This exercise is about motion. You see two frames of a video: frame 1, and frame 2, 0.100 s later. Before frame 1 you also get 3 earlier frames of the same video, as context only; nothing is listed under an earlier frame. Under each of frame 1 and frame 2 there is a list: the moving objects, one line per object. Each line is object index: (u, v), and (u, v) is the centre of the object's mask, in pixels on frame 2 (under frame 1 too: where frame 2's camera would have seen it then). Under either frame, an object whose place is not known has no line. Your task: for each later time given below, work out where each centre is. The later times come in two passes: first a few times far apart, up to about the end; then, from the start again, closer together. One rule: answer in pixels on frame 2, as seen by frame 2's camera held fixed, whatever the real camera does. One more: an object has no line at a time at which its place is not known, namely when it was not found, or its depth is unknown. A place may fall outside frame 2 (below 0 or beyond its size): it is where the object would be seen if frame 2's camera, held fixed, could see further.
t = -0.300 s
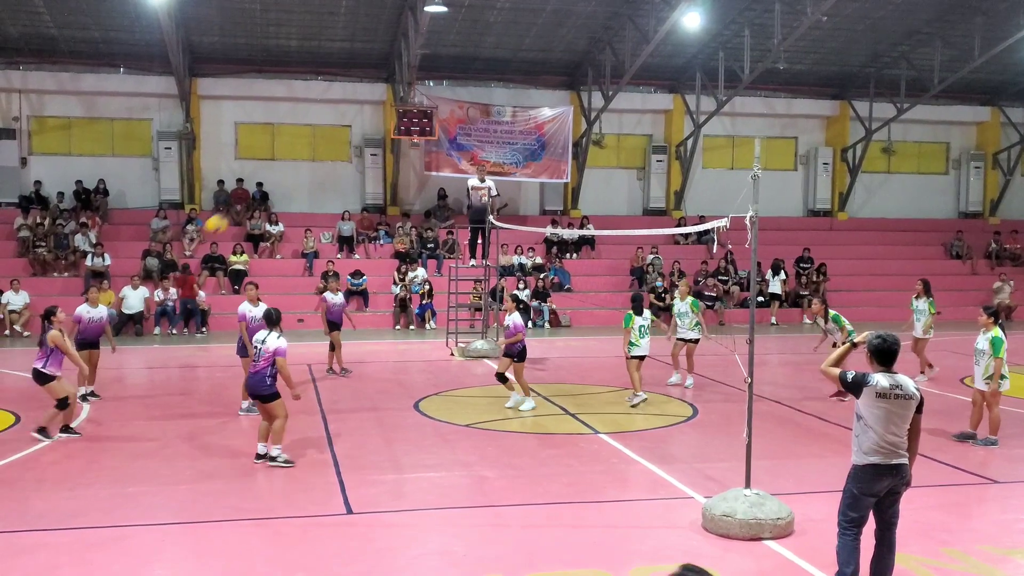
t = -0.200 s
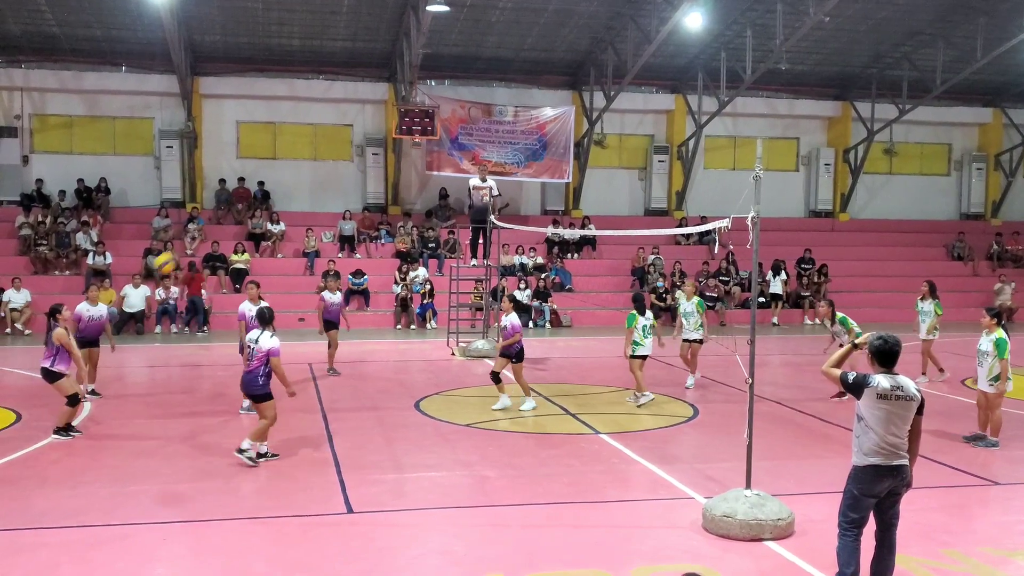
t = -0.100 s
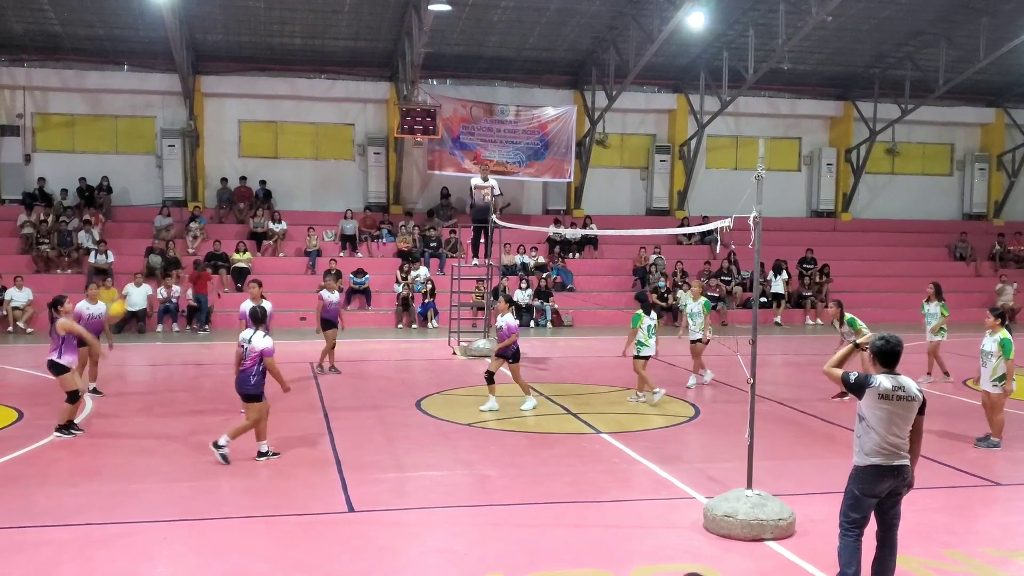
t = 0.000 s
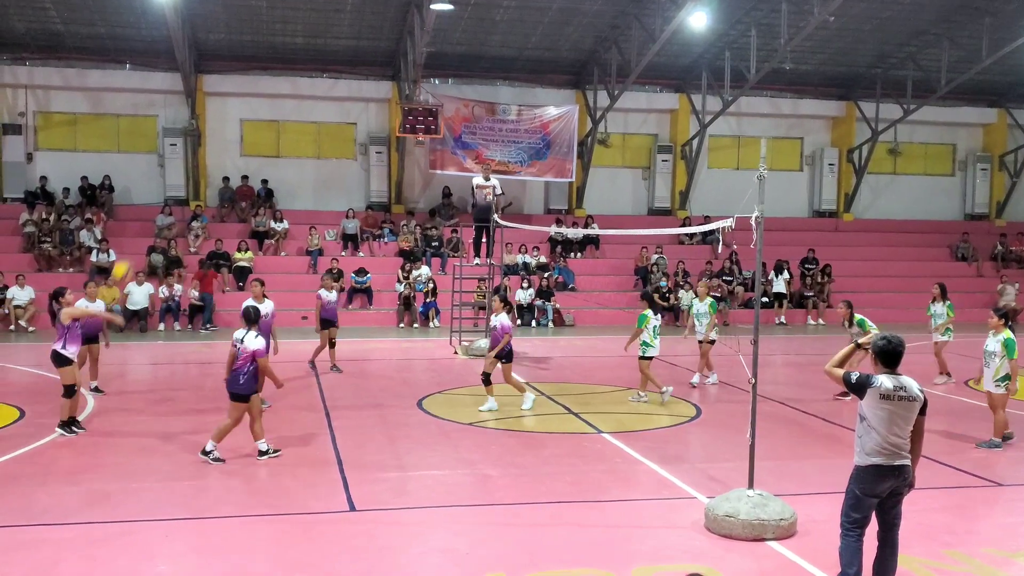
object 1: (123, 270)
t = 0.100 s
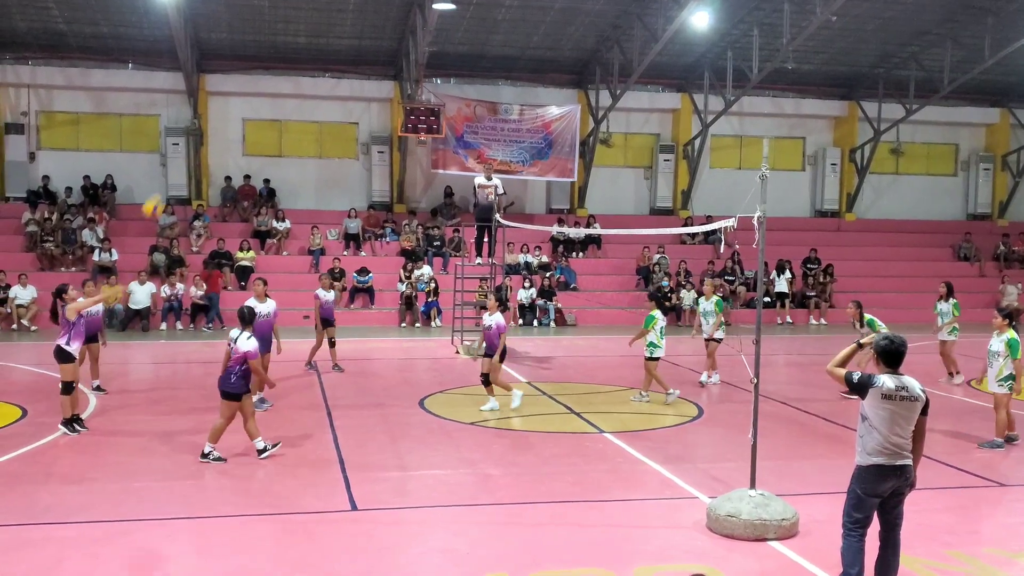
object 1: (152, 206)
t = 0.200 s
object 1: (183, 153)
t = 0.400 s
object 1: (236, 76)
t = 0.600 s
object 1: (287, 38)
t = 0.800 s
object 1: (336, 37)
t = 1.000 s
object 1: (383, 70)
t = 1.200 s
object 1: (425, 135)
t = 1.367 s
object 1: (460, 209)
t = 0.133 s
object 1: (164, 187)
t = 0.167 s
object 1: (173, 169)
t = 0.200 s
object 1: (183, 153)
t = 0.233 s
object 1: (193, 137)
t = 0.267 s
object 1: (200, 123)
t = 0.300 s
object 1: (210, 110)
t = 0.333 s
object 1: (219, 97)
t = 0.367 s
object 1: (227, 86)
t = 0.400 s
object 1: (236, 76)
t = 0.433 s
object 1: (244, 67)
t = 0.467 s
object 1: (254, 59)
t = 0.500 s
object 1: (262, 53)
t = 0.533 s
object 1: (271, 47)
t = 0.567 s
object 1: (279, 42)
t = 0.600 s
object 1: (287, 38)
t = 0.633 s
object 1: (296, 35)
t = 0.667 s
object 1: (304, 34)
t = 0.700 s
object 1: (312, 33)
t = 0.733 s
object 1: (320, 33)
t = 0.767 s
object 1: (328, 34)
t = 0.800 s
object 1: (336, 37)
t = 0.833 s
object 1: (344, 40)
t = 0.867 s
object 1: (352, 44)
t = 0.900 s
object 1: (360, 49)
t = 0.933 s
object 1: (367, 55)
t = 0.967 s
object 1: (375, 62)
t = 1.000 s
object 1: (383, 70)
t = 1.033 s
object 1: (389, 78)
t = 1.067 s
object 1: (399, 88)
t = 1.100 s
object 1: (405, 98)
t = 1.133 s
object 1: (411, 110)
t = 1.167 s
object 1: (418, 122)
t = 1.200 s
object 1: (425, 135)
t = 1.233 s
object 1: (432, 146)
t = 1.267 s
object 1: (441, 162)
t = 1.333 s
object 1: (455, 194)
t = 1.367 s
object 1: (460, 209)
